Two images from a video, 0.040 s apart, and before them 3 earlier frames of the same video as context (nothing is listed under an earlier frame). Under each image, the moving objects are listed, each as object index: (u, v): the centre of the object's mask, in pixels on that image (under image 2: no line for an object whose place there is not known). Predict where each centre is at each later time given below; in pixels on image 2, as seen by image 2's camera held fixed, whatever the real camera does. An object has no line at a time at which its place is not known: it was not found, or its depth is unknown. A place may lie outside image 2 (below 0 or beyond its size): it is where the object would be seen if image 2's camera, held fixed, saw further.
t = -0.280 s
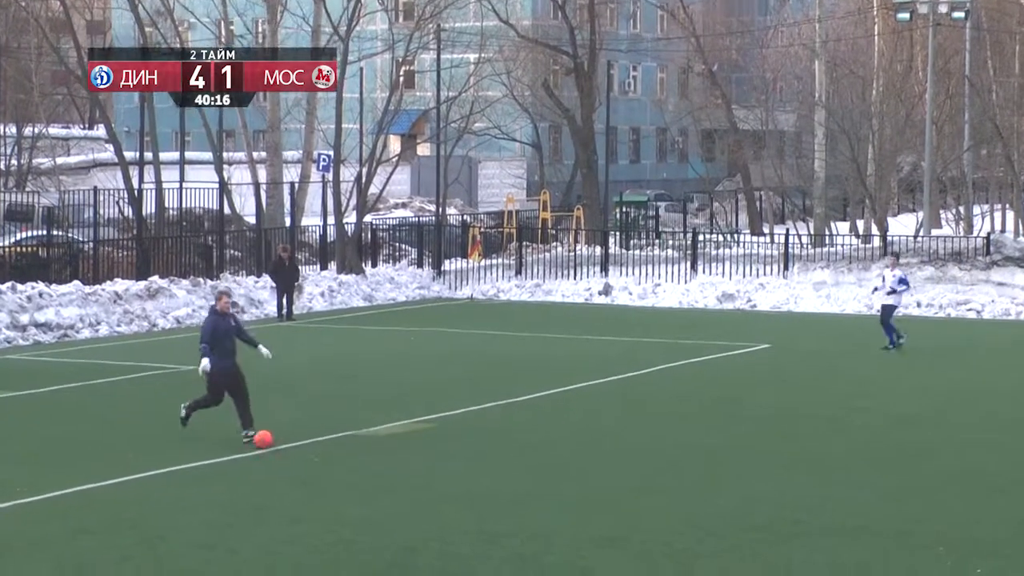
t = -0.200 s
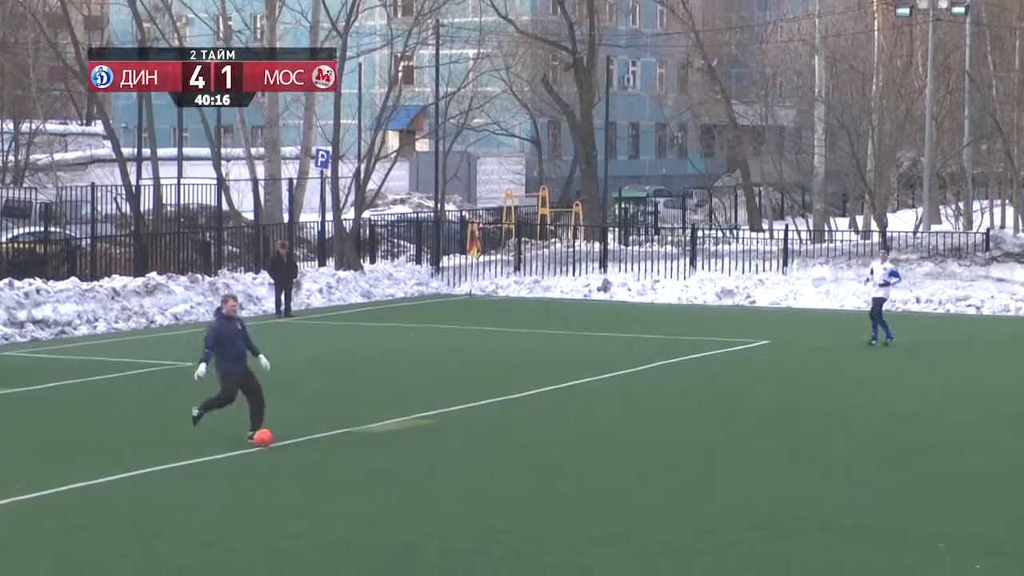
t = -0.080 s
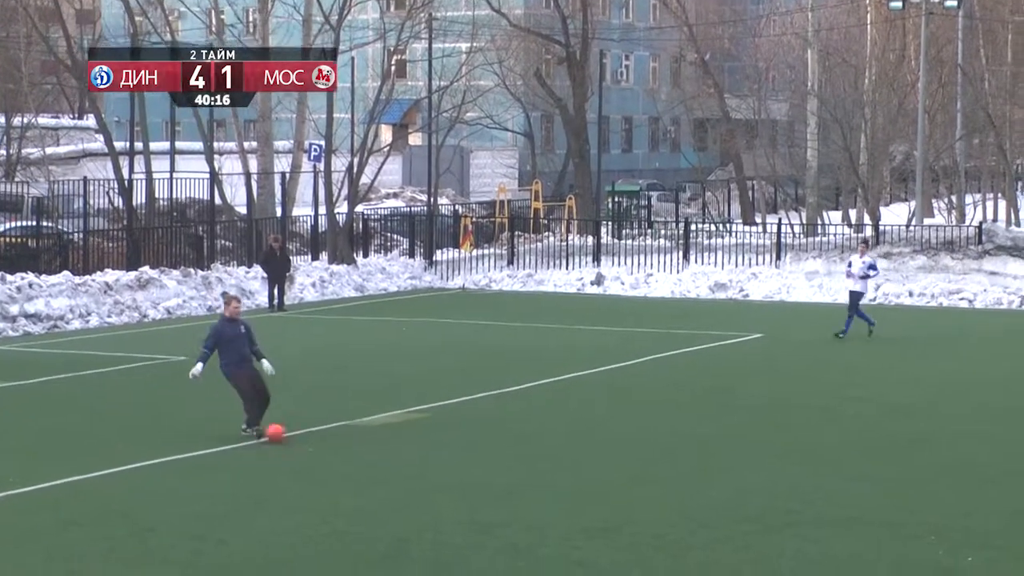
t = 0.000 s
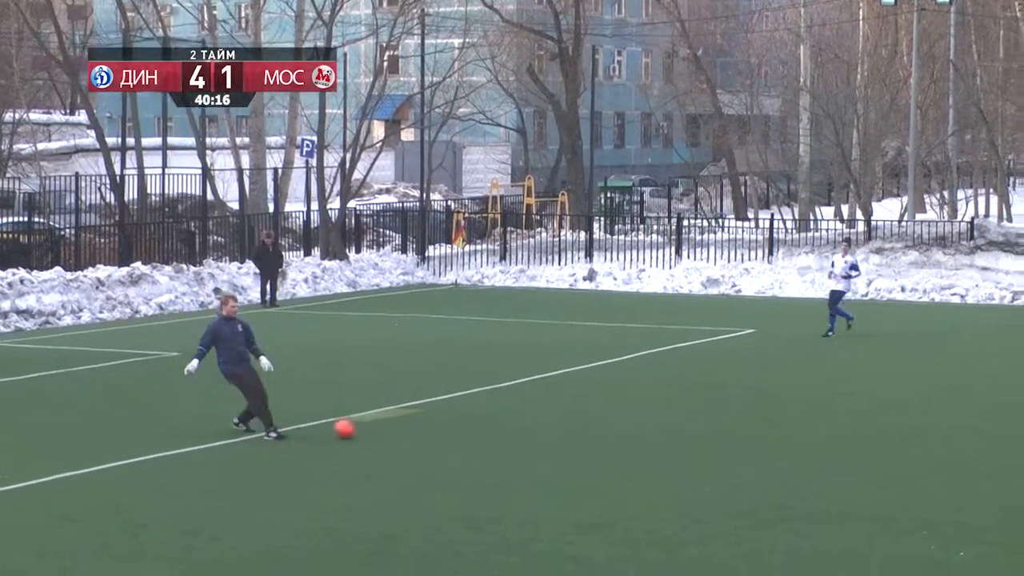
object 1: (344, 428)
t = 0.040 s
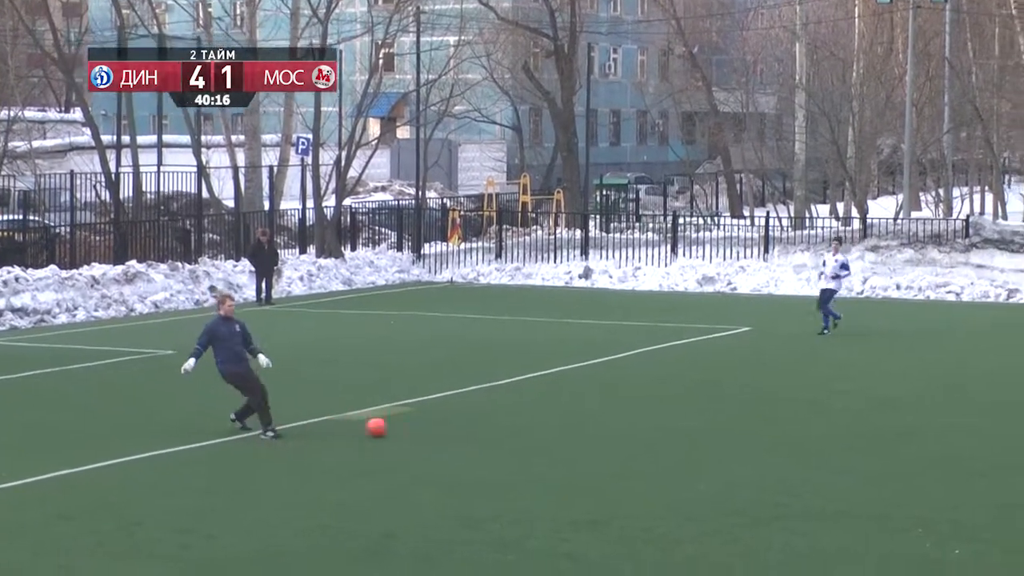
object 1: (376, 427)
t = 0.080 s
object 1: (412, 427)
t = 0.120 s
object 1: (449, 428)
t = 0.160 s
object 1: (484, 428)
